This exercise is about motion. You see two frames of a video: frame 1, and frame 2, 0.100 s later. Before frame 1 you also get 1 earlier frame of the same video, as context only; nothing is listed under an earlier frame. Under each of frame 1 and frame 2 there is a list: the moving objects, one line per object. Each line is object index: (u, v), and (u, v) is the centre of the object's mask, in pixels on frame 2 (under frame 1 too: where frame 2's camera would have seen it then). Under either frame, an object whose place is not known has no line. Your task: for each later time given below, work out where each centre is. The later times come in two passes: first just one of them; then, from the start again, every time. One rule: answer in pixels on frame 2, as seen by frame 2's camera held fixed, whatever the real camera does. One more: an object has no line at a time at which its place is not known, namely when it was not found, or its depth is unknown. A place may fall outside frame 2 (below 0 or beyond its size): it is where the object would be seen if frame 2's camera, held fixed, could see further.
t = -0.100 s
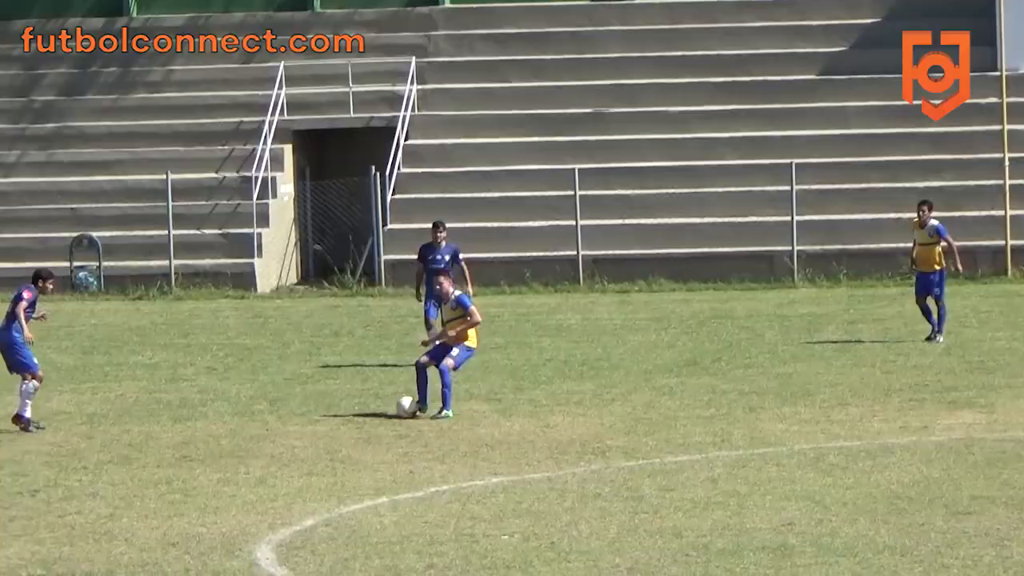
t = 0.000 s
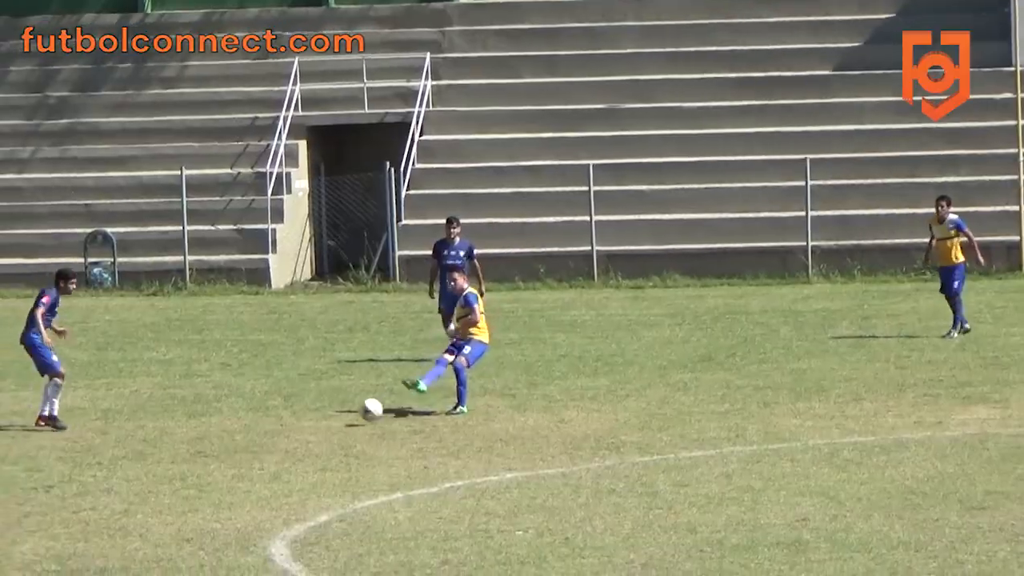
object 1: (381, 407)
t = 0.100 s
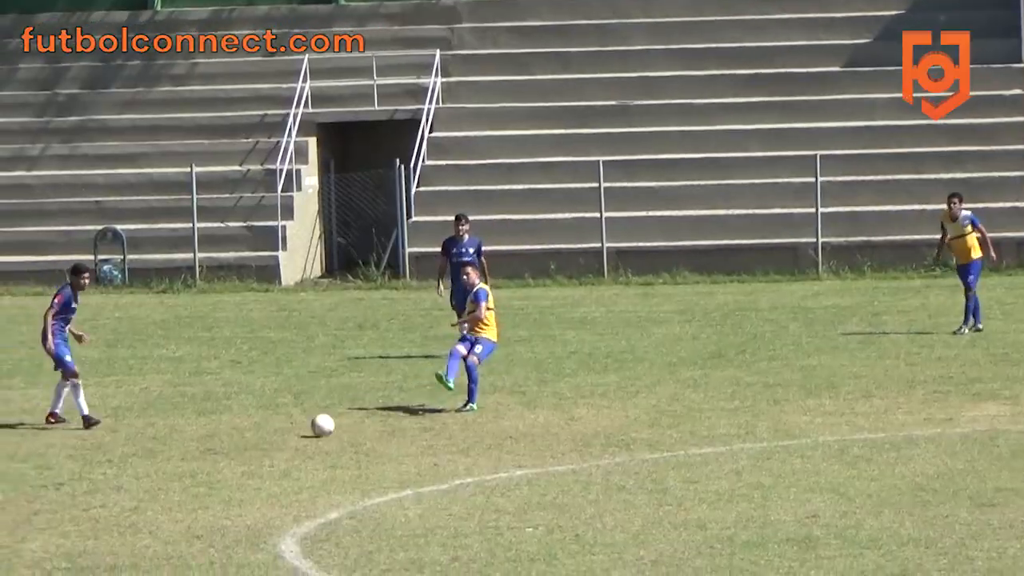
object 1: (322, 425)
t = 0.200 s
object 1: (268, 432)
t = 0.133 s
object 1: (304, 427)
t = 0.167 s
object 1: (286, 429)
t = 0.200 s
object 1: (268, 432)
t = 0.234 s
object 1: (249, 436)
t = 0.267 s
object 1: (230, 442)
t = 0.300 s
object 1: (212, 449)
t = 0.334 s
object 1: (193, 456)
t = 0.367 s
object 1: (177, 455)
